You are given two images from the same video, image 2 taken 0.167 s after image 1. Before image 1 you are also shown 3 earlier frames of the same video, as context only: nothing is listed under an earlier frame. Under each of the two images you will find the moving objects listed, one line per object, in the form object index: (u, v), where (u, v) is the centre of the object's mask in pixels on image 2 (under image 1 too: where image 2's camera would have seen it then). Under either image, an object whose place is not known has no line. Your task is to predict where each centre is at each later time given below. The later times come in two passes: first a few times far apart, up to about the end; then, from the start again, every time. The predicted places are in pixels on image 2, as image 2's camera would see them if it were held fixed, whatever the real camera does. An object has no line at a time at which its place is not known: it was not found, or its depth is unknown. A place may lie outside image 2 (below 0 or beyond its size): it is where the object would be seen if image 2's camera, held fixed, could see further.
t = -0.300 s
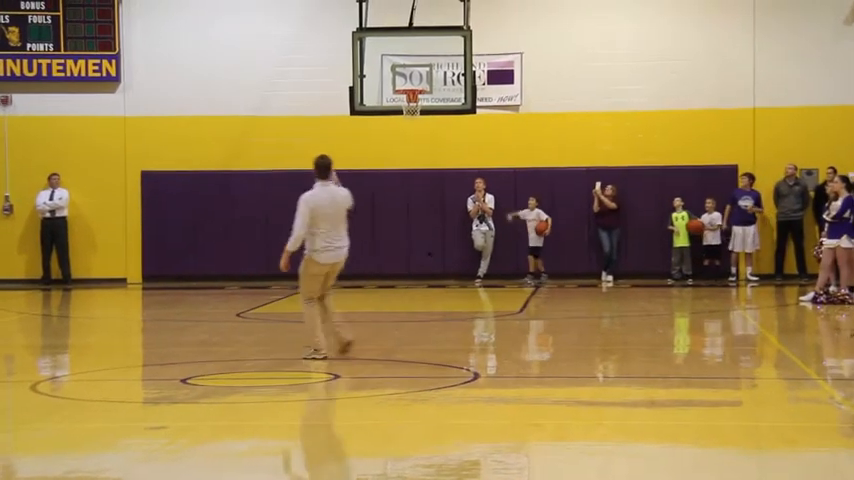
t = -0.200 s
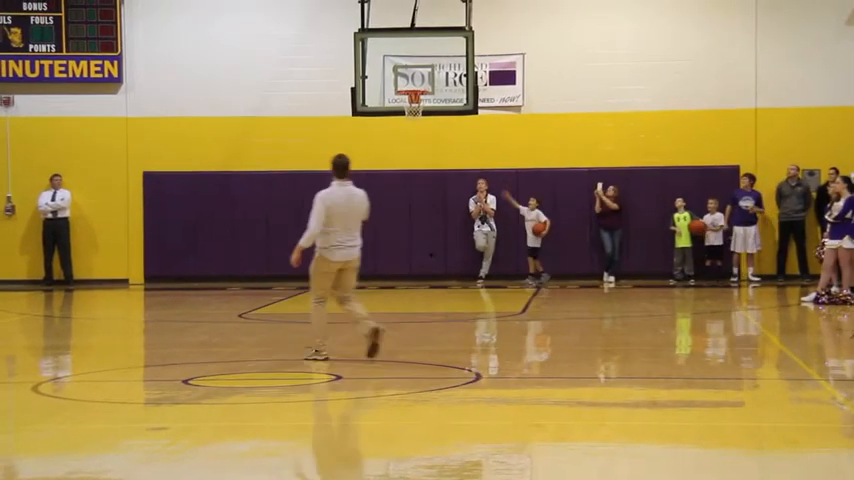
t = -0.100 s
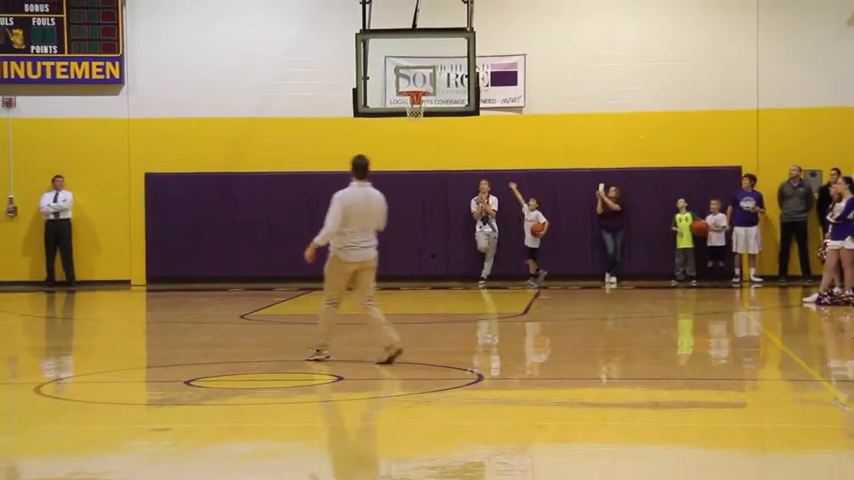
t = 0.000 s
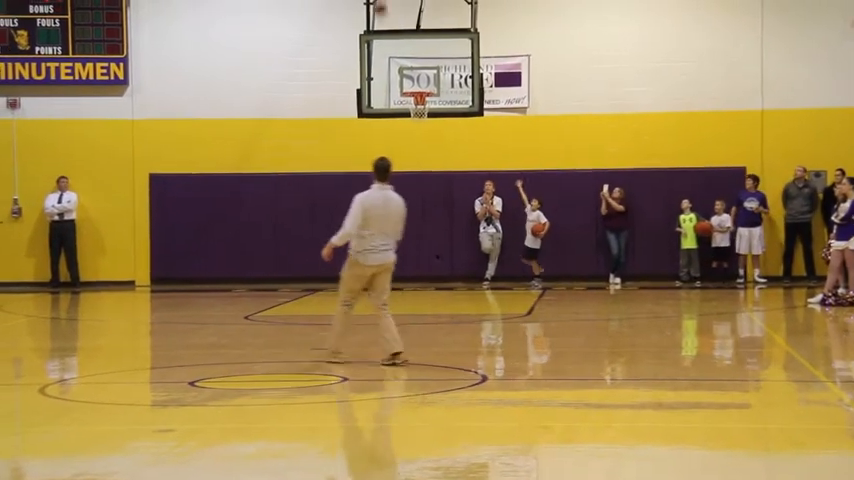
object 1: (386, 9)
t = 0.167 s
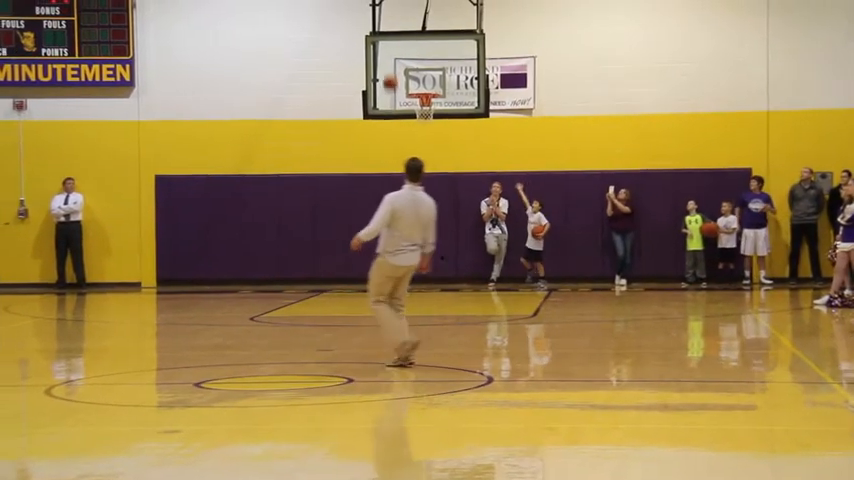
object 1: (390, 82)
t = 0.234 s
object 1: (388, 104)
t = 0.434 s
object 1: (382, 189)
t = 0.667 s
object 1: (374, 278)
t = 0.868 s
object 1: (367, 208)
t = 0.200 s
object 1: (389, 93)
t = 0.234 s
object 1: (388, 104)
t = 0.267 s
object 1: (387, 117)
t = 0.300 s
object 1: (385, 130)
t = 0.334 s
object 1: (384, 143)
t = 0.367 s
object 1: (384, 158)
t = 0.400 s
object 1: (382, 174)
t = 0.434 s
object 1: (382, 189)
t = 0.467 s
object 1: (381, 207)
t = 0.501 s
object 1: (379, 225)
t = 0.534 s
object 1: (379, 246)
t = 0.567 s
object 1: (377, 266)
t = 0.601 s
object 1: (377, 283)
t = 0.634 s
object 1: (375, 293)
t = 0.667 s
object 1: (374, 278)
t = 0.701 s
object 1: (373, 266)
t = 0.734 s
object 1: (372, 254)
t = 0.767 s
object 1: (371, 241)
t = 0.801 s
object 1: (370, 229)
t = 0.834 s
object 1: (369, 218)
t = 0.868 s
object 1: (367, 208)
